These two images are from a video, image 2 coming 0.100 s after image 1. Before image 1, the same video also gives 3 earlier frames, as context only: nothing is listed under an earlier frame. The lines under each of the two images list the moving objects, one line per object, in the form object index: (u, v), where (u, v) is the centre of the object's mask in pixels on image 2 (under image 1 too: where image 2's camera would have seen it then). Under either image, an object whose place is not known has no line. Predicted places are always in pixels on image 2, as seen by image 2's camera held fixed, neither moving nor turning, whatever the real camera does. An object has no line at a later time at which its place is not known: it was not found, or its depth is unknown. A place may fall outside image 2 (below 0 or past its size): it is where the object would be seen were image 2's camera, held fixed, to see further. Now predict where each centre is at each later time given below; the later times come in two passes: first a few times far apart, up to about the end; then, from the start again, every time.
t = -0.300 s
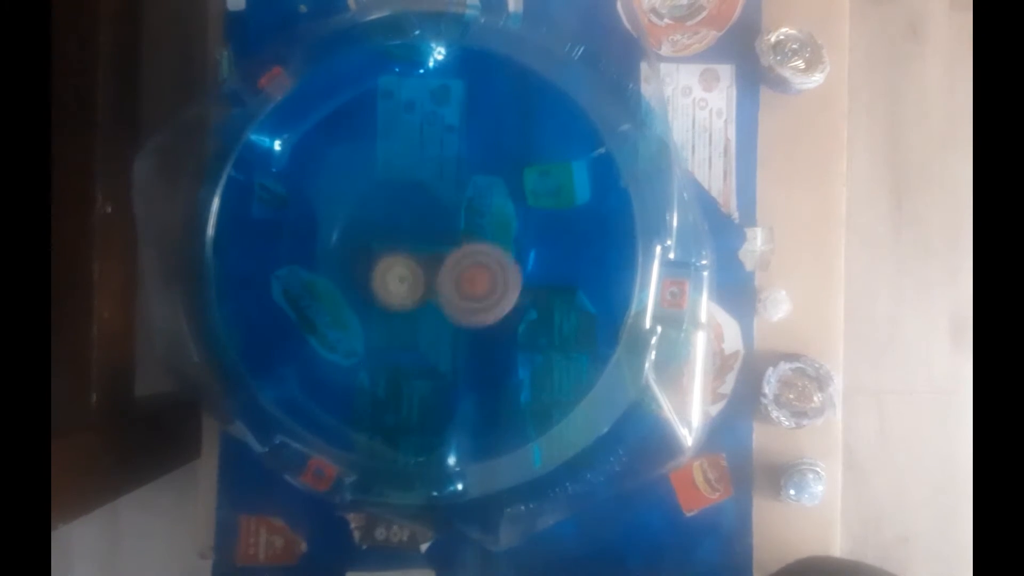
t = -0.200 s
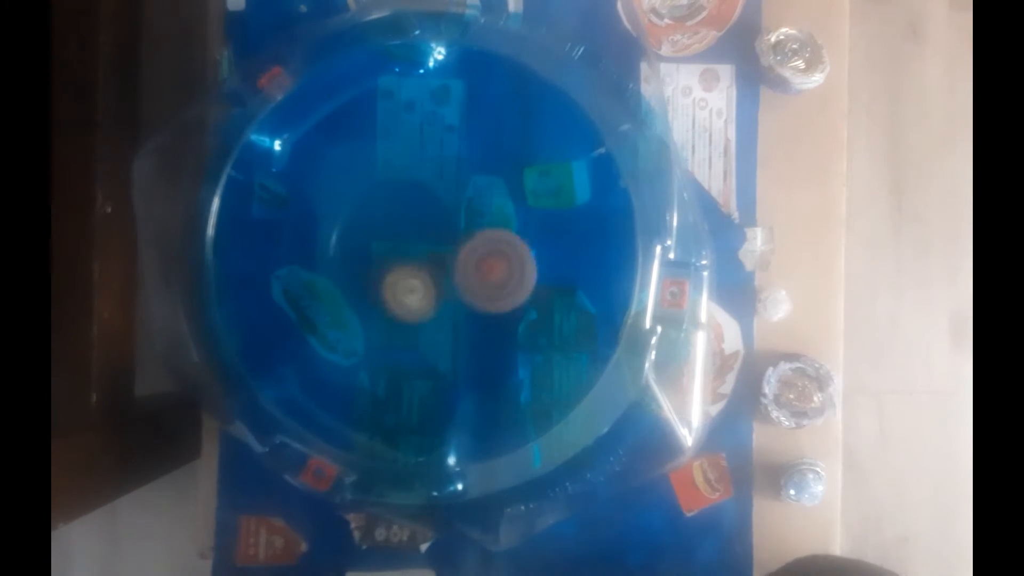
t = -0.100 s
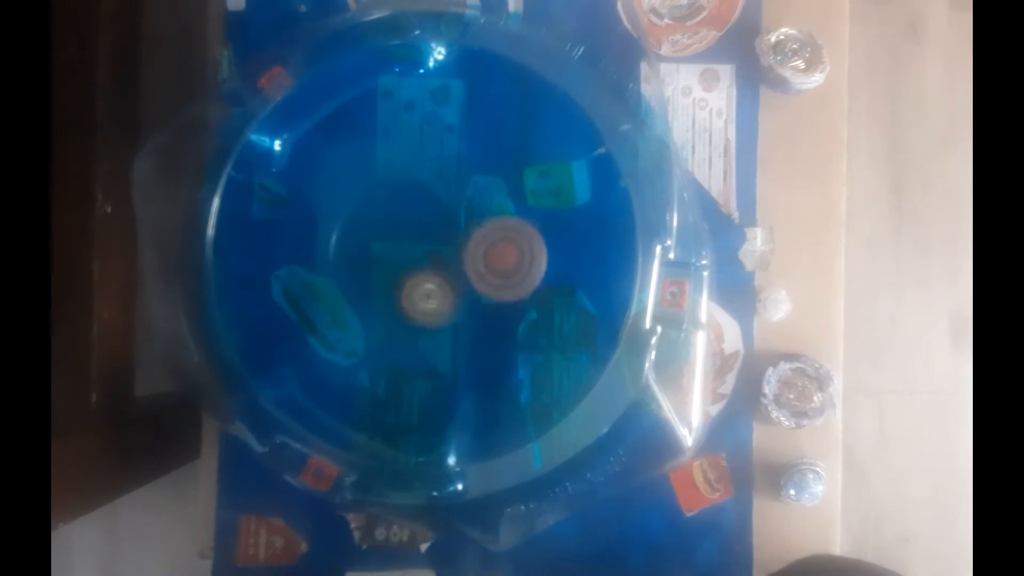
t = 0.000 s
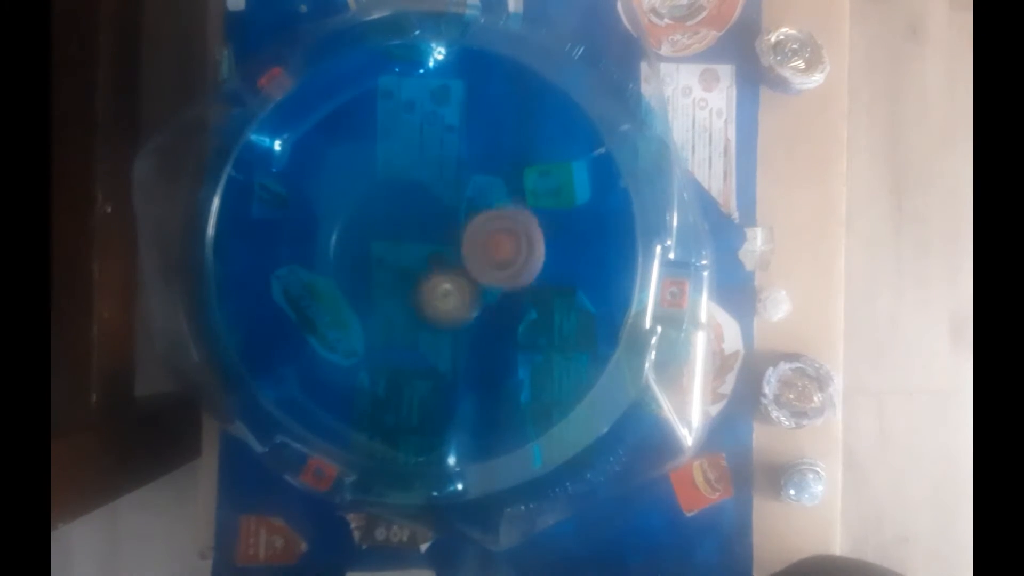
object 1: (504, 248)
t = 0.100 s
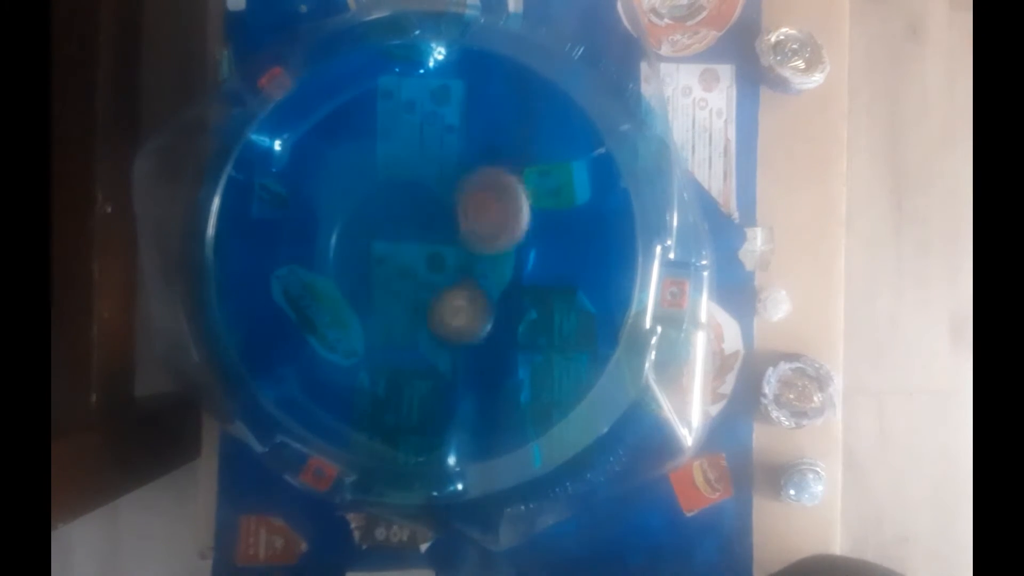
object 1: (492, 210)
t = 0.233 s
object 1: (472, 182)
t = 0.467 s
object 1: (420, 196)
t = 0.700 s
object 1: (372, 243)
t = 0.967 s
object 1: (405, 319)
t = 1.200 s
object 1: (447, 337)
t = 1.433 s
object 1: (495, 349)
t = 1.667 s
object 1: (477, 327)
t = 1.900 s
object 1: (465, 310)
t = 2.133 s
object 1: (464, 312)
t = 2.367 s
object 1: (471, 308)
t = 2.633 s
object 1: (480, 285)
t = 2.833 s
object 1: (476, 262)
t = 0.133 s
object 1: (488, 199)
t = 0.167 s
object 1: (484, 192)
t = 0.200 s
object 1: (479, 186)
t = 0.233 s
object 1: (472, 182)
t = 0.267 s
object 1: (465, 178)
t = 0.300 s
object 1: (458, 177)
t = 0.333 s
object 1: (450, 179)
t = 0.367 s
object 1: (441, 182)
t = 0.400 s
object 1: (433, 186)
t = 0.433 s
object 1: (429, 192)
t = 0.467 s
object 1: (420, 196)
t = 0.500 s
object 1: (400, 200)
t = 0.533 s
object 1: (389, 203)
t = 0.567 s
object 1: (378, 209)
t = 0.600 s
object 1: (370, 217)
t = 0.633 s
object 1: (368, 225)
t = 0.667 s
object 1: (369, 236)
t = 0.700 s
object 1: (372, 243)
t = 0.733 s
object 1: (376, 248)
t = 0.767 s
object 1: (382, 255)
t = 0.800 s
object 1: (384, 266)
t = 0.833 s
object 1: (385, 277)
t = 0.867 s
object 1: (389, 290)
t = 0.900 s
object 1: (394, 299)
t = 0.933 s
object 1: (400, 310)
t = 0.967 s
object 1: (405, 319)
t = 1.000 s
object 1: (413, 327)
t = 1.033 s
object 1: (418, 332)
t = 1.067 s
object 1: (425, 337)
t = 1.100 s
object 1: (430, 339)
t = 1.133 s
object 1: (437, 340)
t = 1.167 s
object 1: (441, 340)
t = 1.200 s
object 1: (447, 337)
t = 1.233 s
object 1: (449, 333)
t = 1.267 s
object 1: (451, 329)
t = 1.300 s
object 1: (458, 326)
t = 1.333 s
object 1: (471, 330)
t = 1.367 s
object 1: (485, 337)
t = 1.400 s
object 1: (493, 345)
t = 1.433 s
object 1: (495, 349)
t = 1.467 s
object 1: (495, 349)
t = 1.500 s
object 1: (493, 348)
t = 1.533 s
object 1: (491, 346)
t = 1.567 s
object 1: (489, 343)
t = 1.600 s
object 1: (485, 338)
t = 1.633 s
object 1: (481, 333)
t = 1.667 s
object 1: (477, 327)
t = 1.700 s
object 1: (473, 322)
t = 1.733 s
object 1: (469, 318)
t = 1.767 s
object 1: (465, 314)
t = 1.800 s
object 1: (463, 312)
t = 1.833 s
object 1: (464, 311)
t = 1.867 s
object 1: (465, 310)
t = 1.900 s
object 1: (465, 310)
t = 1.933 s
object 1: (465, 310)
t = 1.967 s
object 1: (465, 309)
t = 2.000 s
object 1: (465, 310)
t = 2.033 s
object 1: (465, 310)
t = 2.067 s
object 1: (464, 311)
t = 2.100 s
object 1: (464, 311)
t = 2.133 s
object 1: (464, 312)
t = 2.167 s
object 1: (465, 312)
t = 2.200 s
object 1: (467, 311)
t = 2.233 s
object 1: (468, 310)
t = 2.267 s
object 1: (469, 310)
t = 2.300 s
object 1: (470, 309)
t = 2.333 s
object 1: (470, 309)
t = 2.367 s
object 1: (471, 308)
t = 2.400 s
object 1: (471, 307)
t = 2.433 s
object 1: (472, 306)
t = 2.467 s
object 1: (473, 305)
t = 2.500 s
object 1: (475, 303)
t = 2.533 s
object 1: (476, 300)
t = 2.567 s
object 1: (478, 296)
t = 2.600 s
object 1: (480, 291)
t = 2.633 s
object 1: (480, 285)
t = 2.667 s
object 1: (481, 279)
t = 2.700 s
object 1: (479, 274)
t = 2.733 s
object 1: (479, 269)
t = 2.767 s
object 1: (478, 266)
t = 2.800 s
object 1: (476, 263)
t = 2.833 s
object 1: (476, 262)
